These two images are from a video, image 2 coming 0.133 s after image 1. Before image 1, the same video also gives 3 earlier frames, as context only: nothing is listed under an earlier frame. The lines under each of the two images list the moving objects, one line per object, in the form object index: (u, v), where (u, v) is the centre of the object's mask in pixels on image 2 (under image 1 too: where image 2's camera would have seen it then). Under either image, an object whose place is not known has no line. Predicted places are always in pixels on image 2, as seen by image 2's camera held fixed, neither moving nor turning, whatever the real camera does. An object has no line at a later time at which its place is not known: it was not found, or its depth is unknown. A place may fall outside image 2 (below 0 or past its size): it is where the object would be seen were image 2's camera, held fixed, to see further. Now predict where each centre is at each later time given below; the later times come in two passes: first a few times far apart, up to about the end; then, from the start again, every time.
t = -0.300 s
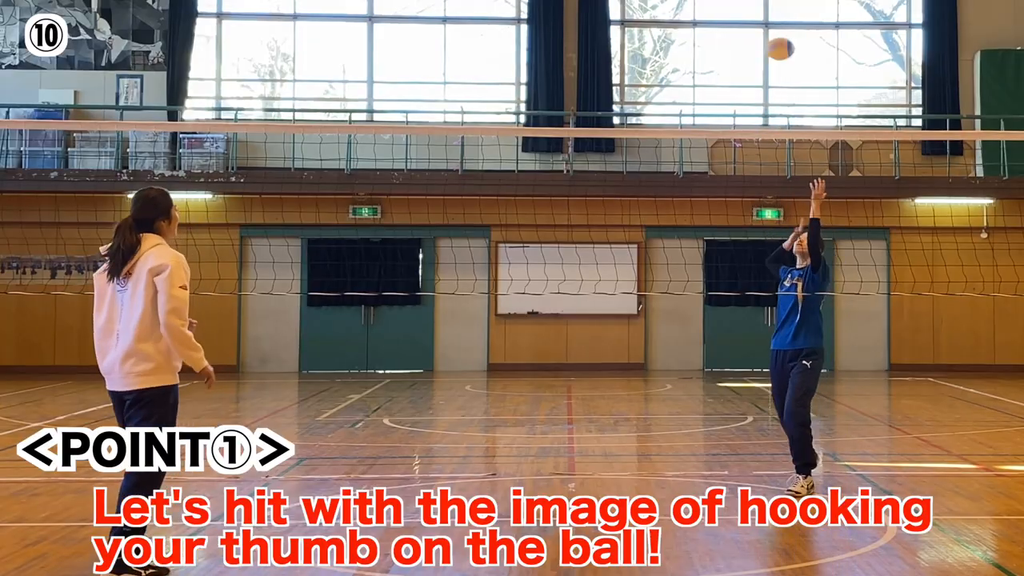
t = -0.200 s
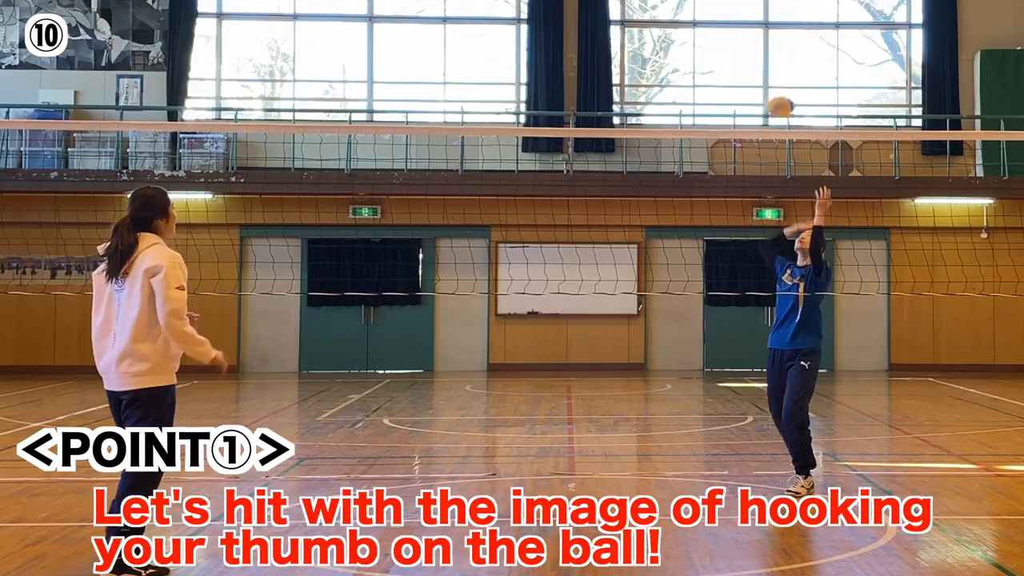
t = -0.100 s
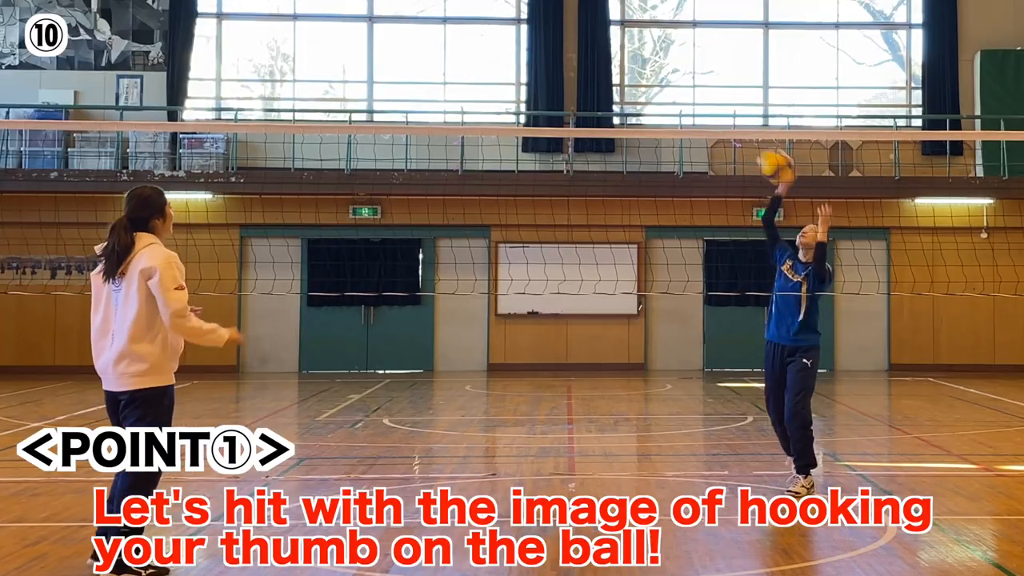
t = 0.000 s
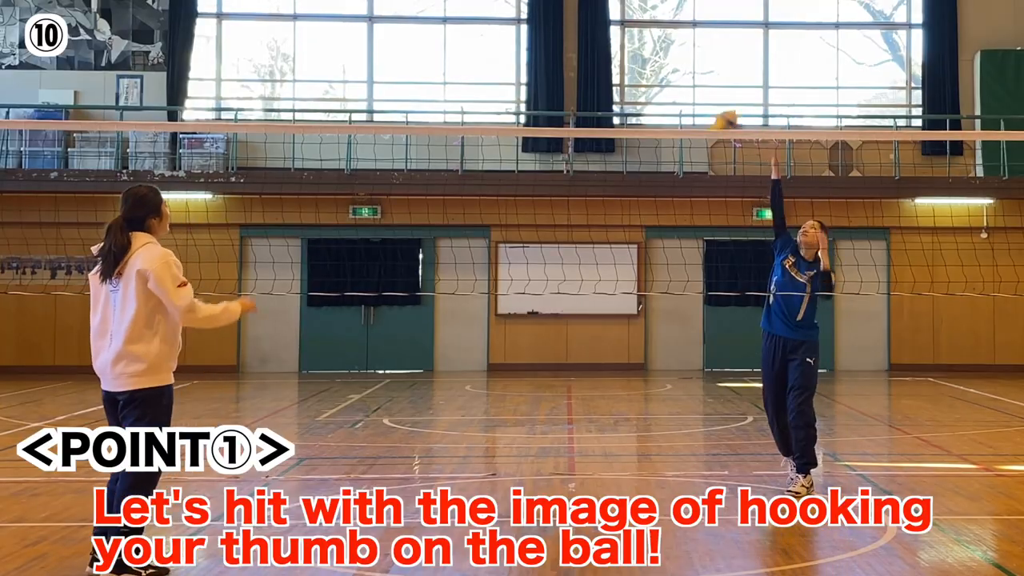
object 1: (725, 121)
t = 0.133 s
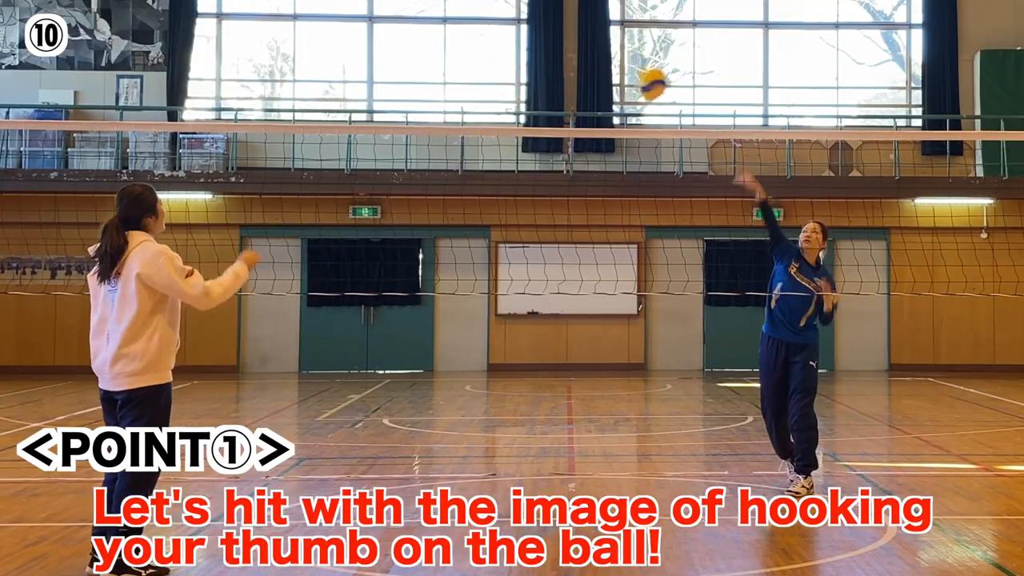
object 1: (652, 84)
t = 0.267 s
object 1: (576, 72)
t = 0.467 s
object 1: (451, 112)
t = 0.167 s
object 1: (633, 79)
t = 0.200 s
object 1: (611, 74)
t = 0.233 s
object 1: (594, 73)
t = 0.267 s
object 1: (576, 72)
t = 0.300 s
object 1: (556, 74)
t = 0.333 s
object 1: (541, 77)
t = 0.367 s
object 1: (521, 82)
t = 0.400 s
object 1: (494, 90)
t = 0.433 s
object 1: (473, 99)
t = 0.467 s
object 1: (451, 112)
